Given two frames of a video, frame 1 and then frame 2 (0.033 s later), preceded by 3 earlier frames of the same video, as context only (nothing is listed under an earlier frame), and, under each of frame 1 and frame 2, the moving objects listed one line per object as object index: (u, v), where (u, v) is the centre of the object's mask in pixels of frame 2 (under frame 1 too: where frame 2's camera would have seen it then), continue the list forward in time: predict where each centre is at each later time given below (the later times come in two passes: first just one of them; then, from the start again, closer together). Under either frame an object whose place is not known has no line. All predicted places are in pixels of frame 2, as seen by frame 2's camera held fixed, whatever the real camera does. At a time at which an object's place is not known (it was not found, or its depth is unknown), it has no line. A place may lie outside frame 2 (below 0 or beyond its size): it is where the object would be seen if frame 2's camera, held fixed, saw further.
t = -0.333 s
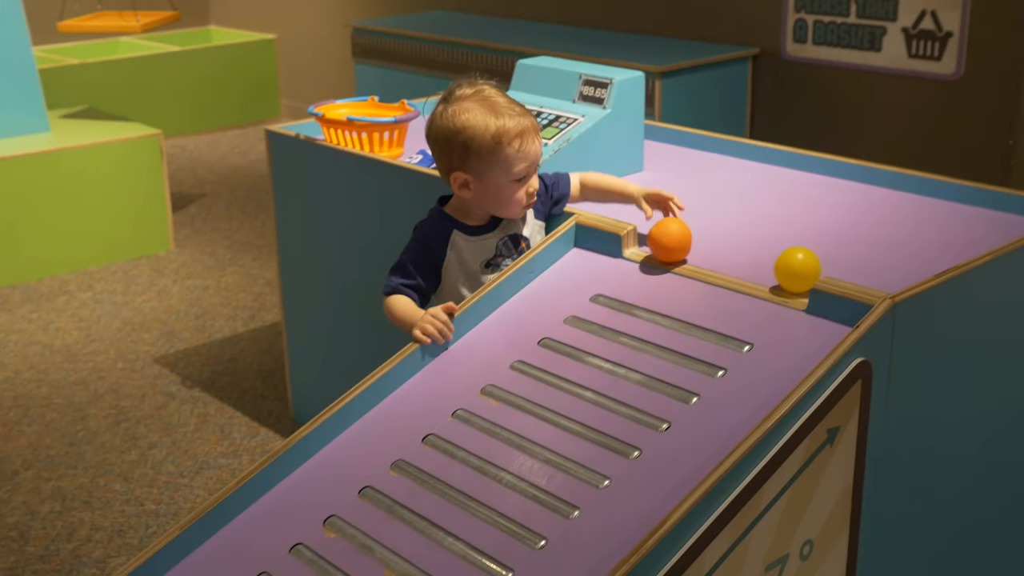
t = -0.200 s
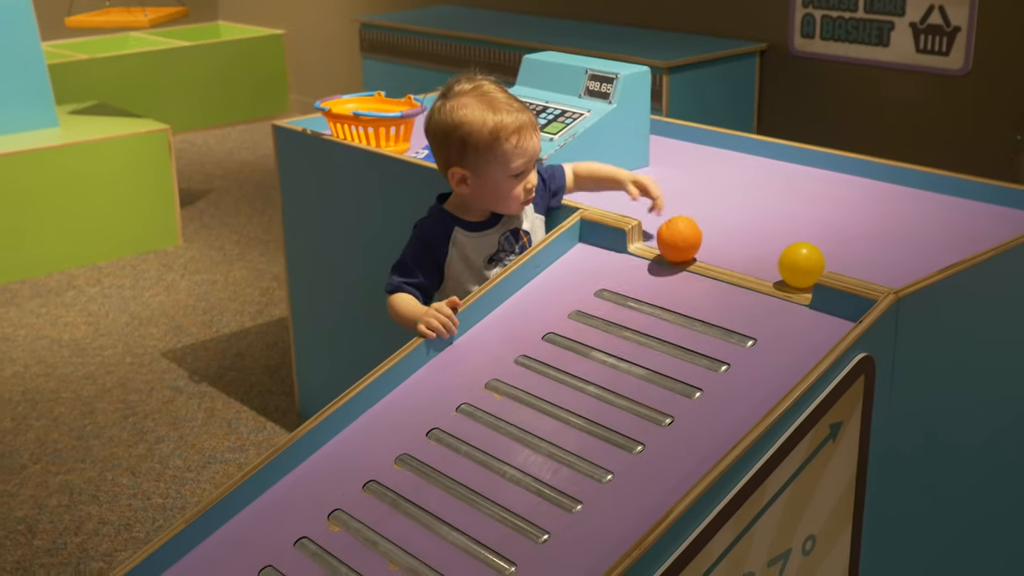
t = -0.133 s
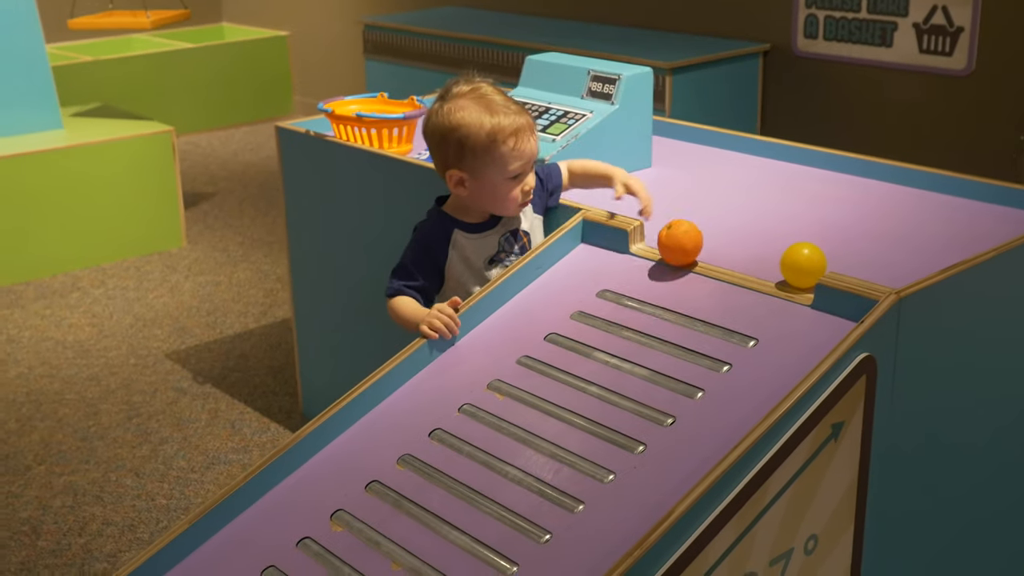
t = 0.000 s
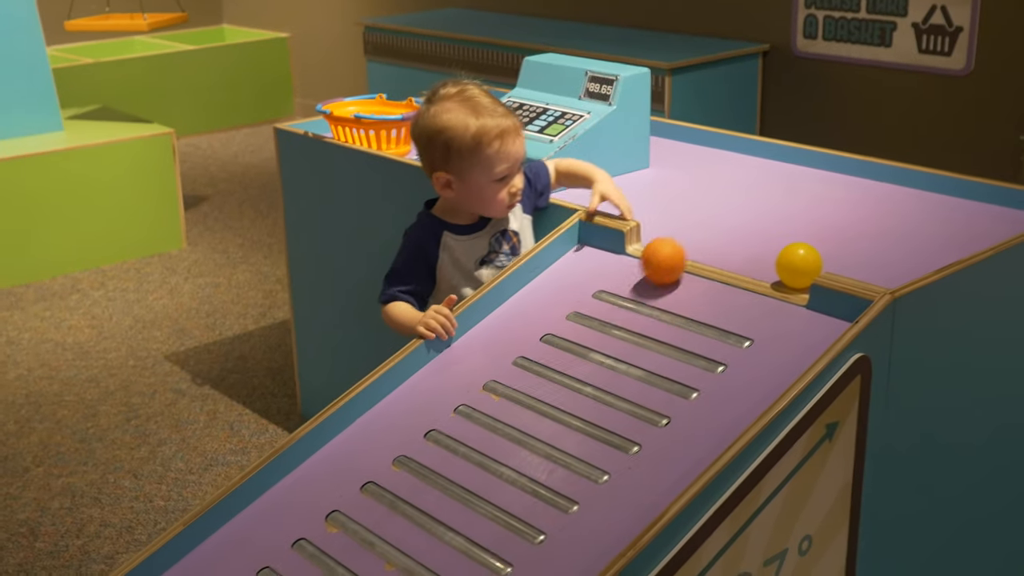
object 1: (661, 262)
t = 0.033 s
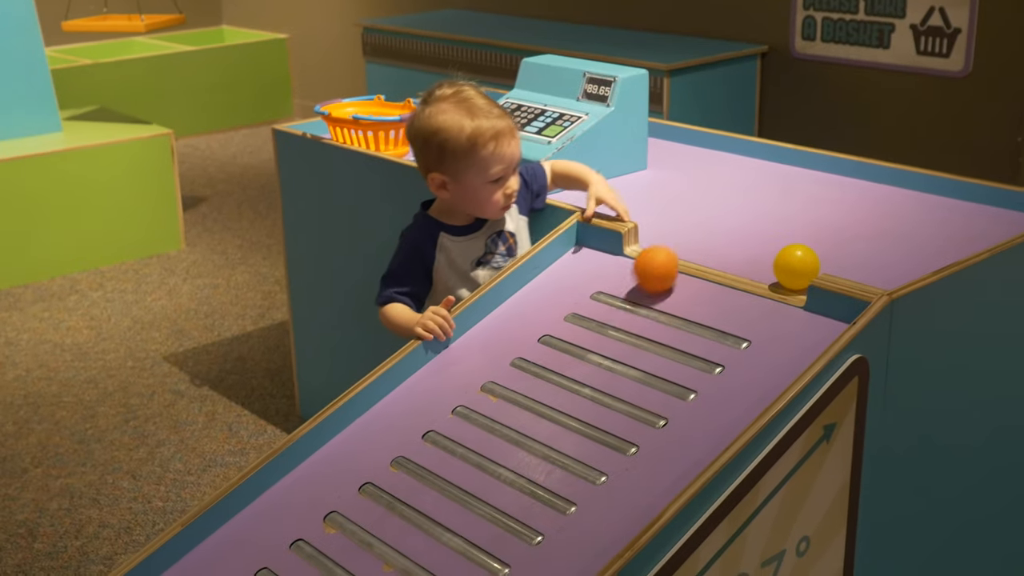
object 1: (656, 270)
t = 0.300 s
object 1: (572, 353)
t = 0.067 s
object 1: (649, 278)
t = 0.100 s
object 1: (642, 285)
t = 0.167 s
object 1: (623, 305)
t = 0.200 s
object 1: (612, 315)
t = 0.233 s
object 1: (600, 328)
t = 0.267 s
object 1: (586, 337)
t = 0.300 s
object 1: (572, 353)
